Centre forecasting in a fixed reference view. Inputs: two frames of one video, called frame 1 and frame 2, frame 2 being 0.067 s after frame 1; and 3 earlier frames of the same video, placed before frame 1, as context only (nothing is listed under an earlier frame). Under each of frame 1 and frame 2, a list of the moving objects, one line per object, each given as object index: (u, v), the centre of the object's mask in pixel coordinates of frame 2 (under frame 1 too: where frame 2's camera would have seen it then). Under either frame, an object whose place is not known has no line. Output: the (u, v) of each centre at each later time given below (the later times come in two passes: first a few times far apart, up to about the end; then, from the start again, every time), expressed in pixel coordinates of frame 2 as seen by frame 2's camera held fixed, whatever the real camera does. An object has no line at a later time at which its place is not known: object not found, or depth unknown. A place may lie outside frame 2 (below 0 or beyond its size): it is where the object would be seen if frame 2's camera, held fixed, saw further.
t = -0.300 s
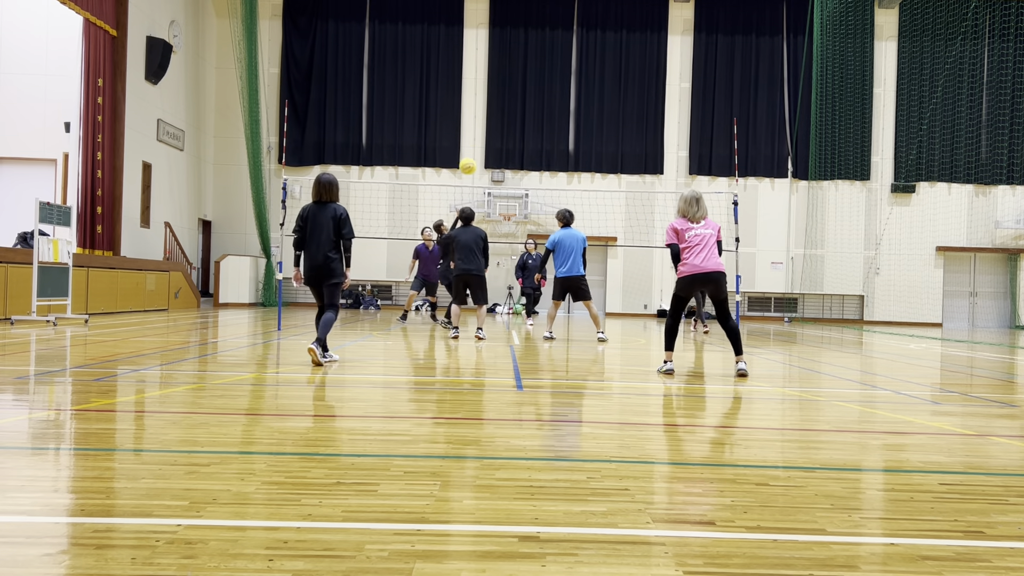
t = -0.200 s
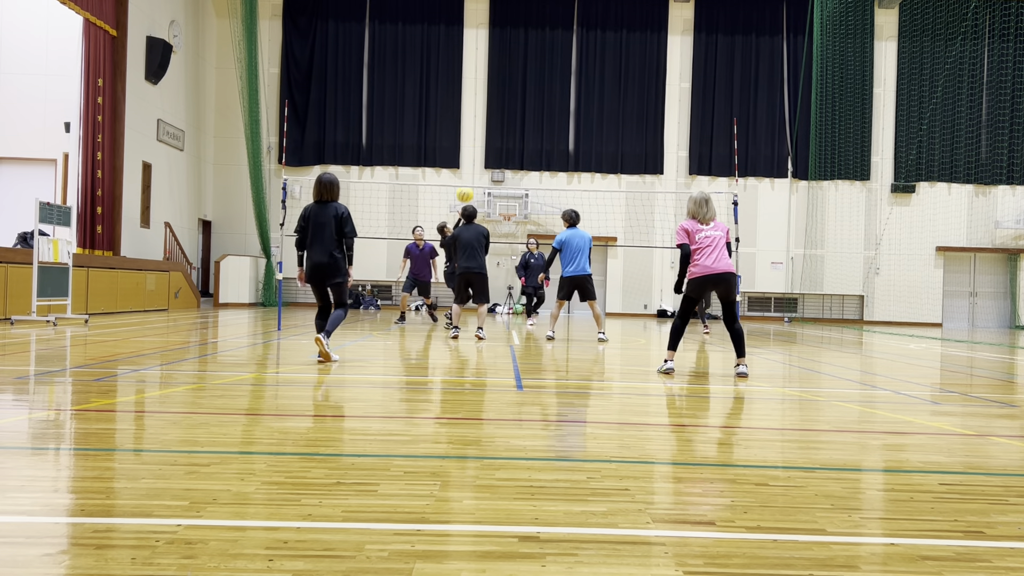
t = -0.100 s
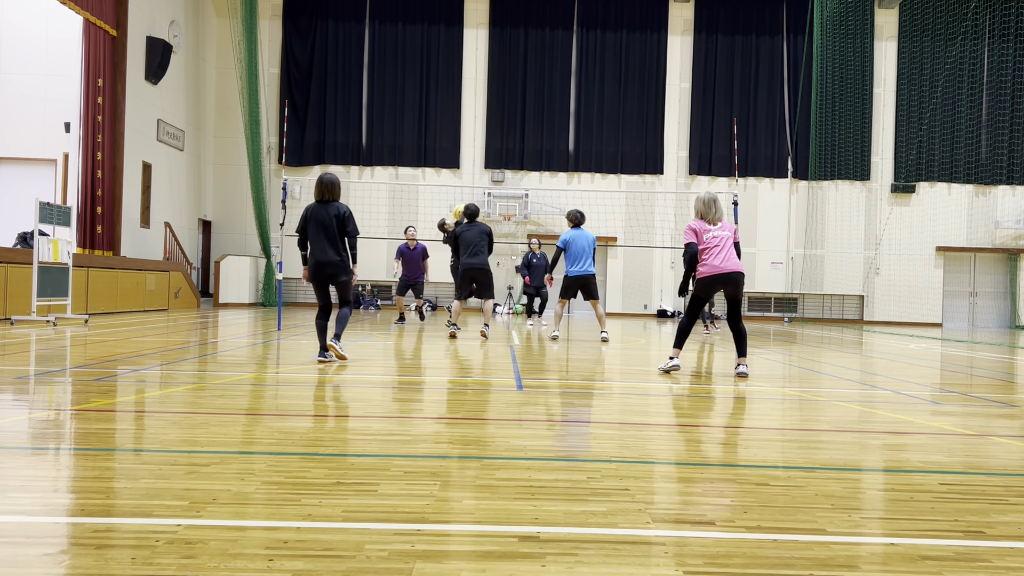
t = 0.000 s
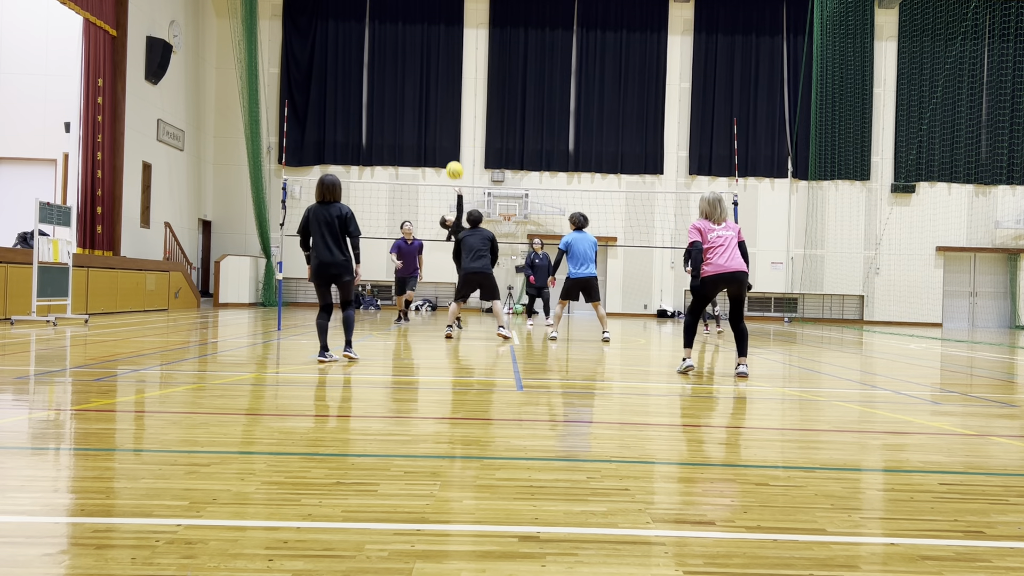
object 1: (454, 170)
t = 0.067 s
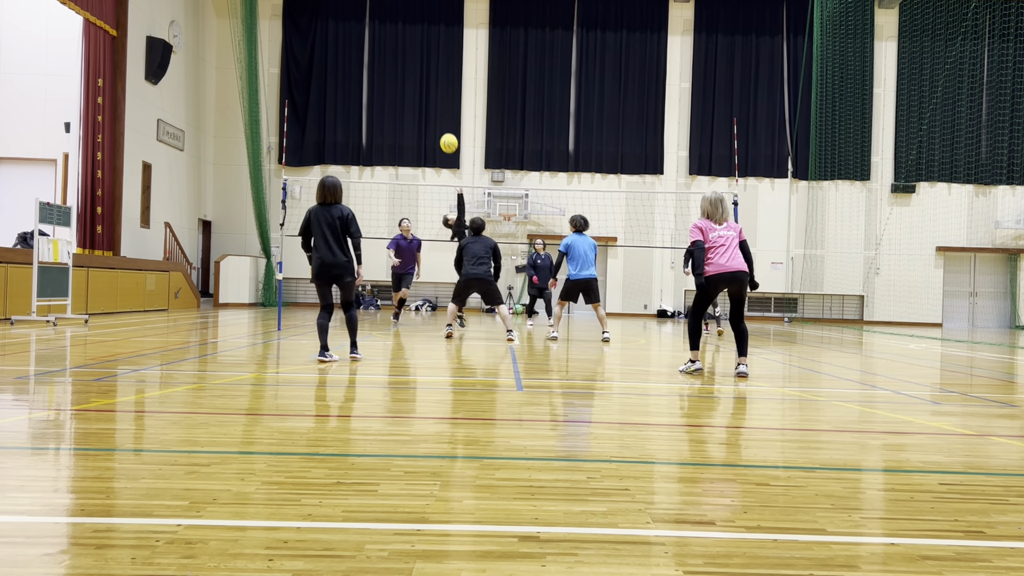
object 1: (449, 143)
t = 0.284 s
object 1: (430, 74)
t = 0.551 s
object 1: (411, 34)
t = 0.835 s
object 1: (390, 43)
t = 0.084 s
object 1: (447, 137)
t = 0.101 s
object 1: (446, 130)
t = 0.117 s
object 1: (444, 124)
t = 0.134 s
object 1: (443, 118)
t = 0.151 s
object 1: (442, 112)
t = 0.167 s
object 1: (440, 107)
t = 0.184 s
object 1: (439, 102)
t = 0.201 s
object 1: (437, 97)
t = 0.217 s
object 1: (436, 92)
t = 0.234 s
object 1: (434, 87)
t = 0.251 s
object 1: (433, 82)
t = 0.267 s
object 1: (432, 78)
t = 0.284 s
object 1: (430, 74)
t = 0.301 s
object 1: (429, 70)
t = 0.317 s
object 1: (428, 66)
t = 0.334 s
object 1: (427, 63)
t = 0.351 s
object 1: (425, 59)
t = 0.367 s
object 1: (424, 56)
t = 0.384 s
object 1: (423, 53)
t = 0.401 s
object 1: (422, 50)
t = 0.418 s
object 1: (420, 48)
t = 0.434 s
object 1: (419, 45)
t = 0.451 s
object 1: (418, 43)
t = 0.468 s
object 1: (417, 41)
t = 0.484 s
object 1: (416, 39)
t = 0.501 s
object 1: (414, 38)
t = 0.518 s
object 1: (413, 36)
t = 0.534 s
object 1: (412, 35)
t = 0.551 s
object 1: (411, 34)
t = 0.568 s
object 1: (410, 33)
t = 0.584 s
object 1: (408, 32)
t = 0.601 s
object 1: (407, 32)
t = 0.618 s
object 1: (406, 32)
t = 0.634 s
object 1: (405, 31)
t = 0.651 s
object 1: (404, 31)
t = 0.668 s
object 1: (402, 32)
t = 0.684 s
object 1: (401, 32)
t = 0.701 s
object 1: (400, 33)
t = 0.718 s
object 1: (399, 33)
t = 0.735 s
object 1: (397, 34)
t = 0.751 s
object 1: (396, 35)
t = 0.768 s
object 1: (395, 37)
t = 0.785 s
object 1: (394, 38)
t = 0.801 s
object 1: (393, 40)
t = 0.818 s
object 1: (391, 41)
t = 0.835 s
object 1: (390, 43)
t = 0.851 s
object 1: (389, 46)
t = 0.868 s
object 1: (388, 48)
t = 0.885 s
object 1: (386, 51)
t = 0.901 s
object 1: (385, 53)
